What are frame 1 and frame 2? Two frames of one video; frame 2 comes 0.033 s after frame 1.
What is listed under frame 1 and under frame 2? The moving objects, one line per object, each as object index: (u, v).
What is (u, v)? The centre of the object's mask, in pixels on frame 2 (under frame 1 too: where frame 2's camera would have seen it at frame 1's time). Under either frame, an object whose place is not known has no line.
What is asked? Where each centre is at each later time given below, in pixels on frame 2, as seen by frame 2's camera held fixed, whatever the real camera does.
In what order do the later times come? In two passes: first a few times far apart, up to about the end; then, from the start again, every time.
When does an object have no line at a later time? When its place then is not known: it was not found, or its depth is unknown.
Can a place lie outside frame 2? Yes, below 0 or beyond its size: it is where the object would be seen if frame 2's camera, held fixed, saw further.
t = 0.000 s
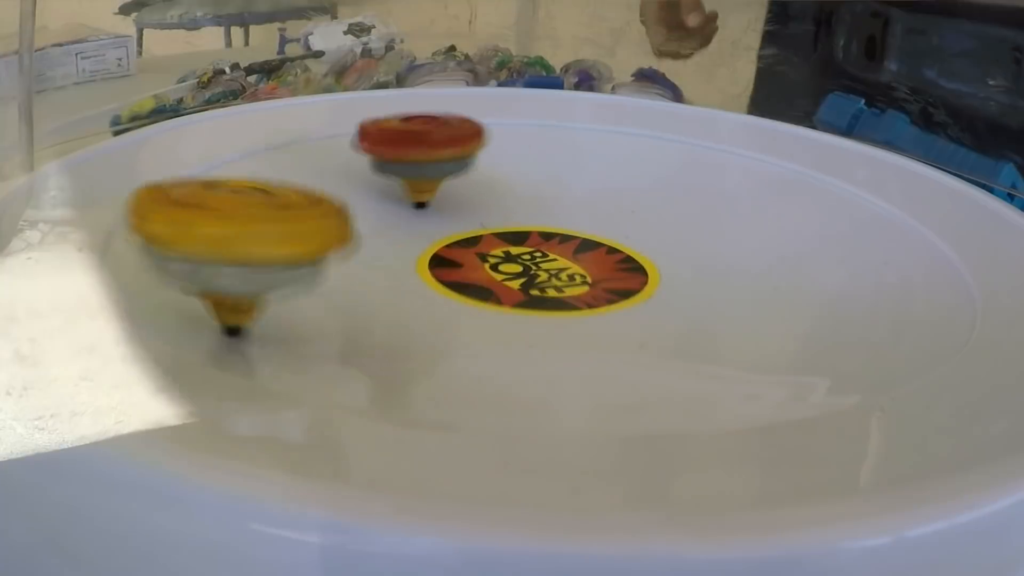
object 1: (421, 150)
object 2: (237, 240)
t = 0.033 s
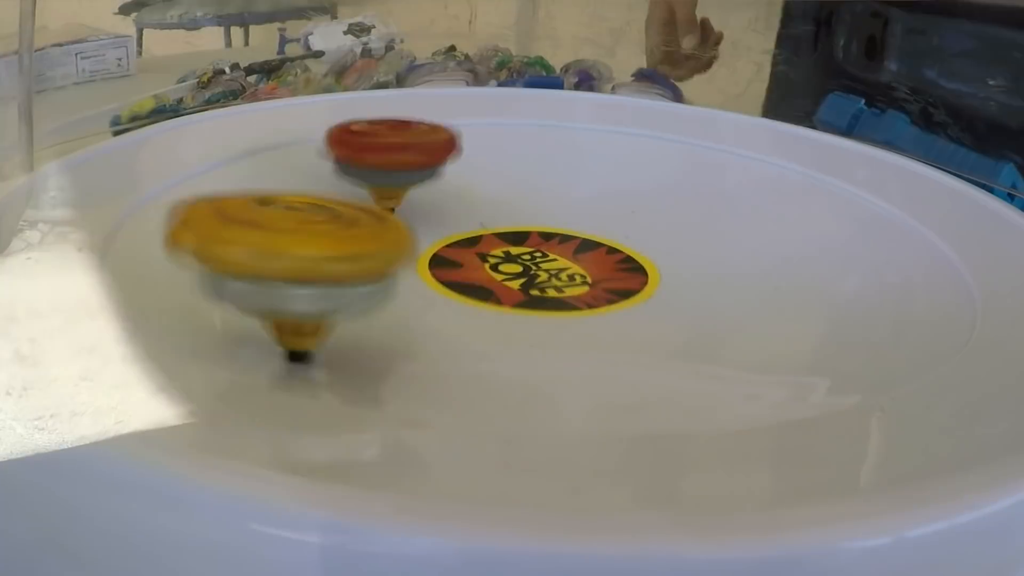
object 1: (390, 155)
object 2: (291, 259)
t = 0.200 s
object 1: (280, 206)
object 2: (712, 269)
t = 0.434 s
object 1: (617, 282)
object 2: (652, 156)
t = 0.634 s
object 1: (730, 210)
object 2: (419, 105)
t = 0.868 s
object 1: (518, 139)
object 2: (244, 180)
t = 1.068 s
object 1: (309, 143)
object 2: (591, 262)
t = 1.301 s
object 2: (814, 182)
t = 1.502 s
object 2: (627, 122)
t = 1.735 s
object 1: (692, 156)
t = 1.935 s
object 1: (475, 134)
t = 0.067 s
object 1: (357, 160)
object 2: (382, 274)
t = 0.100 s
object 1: (328, 172)
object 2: (479, 283)
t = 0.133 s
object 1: (305, 182)
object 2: (580, 285)
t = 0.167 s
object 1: (284, 194)
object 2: (653, 280)
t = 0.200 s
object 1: (280, 206)
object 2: (712, 269)
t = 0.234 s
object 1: (280, 220)
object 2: (737, 254)
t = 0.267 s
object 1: (302, 235)
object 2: (749, 237)
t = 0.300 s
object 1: (334, 250)
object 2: (744, 219)
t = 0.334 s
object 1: (392, 265)
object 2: (728, 201)
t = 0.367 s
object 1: (462, 275)
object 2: (710, 186)
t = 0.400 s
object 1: (542, 281)
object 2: (681, 170)
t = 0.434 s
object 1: (617, 282)
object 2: (652, 156)
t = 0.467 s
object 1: (678, 277)
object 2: (616, 142)
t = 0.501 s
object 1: (718, 266)
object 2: (582, 131)
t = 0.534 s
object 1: (741, 253)
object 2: (543, 122)
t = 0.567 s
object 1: (747, 239)
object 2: (503, 114)
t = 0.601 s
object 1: (743, 225)
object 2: (463, 108)
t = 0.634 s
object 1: (730, 210)
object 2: (419, 105)
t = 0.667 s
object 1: (712, 196)
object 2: (381, 104)
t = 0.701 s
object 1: (685, 183)
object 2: (339, 108)
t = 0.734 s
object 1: (657, 172)
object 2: (307, 115)
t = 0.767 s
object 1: (622, 161)
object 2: (274, 126)
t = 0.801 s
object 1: (590, 153)
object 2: (254, 142)
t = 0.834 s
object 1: (552, 144)
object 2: (243, 160)
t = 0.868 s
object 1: (518, 139)
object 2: (244, 180)
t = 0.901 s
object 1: (478, 133)
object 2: (271, 200)
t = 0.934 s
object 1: (444, 131)
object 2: (305, 219)
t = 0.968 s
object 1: (405, 130)
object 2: (368, 236)
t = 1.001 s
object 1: (373, 132)
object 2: (434, 250)
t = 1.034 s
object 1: (337, 136)
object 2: (510, 258)
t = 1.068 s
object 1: (309, 143)
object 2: (591, 262)
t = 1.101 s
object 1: (283, 153)
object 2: (657, 260)
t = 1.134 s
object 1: (266, 165)
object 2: (723, 253)
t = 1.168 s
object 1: (257, 179)
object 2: (765, 243)
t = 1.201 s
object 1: (262, 195)
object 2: (793, 229)
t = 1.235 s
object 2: (816, 214)
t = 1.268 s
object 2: (821, 199)
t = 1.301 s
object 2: (814, 182)
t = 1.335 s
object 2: (803, 167)
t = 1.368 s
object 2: (779, 154)
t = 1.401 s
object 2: (746, 141)
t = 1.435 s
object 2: (714, 133)
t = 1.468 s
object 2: (670, 126)
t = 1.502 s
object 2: (627, 122)
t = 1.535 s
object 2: (586, 122)
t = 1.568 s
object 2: (538, 125)
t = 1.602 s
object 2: (493, 130)
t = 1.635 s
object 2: (454, 137)
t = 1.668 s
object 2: (415, 145)
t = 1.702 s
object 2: (383, 155)
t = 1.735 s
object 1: (692, 156)
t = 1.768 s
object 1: (660, 146)
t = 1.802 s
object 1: (630, 139)
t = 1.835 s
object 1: (592, 134)
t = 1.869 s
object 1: (554, 132)
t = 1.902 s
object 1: (516, 132)
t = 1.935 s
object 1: (475, 134)
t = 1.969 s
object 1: (442, 139)
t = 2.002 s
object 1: (408, 147)
